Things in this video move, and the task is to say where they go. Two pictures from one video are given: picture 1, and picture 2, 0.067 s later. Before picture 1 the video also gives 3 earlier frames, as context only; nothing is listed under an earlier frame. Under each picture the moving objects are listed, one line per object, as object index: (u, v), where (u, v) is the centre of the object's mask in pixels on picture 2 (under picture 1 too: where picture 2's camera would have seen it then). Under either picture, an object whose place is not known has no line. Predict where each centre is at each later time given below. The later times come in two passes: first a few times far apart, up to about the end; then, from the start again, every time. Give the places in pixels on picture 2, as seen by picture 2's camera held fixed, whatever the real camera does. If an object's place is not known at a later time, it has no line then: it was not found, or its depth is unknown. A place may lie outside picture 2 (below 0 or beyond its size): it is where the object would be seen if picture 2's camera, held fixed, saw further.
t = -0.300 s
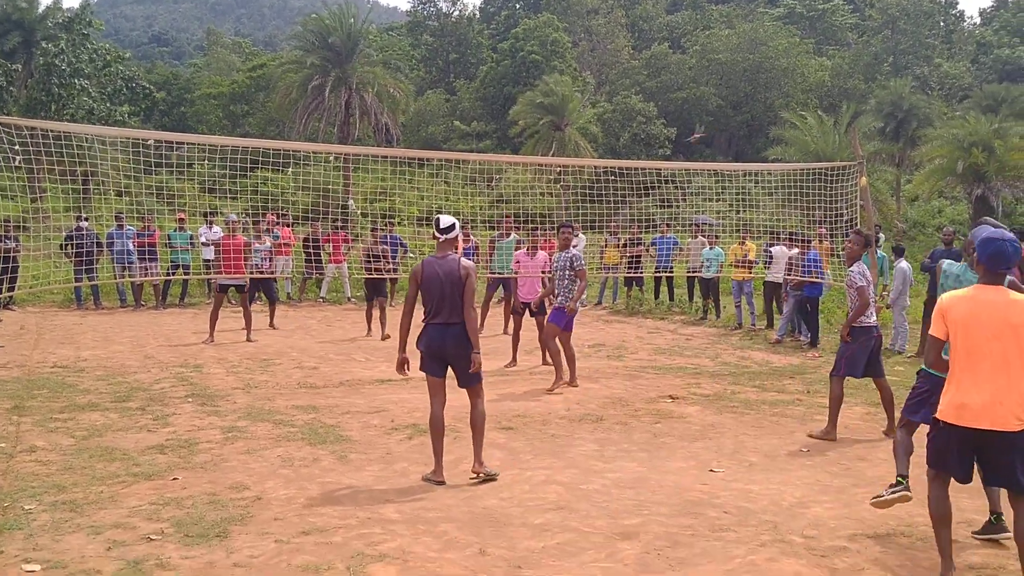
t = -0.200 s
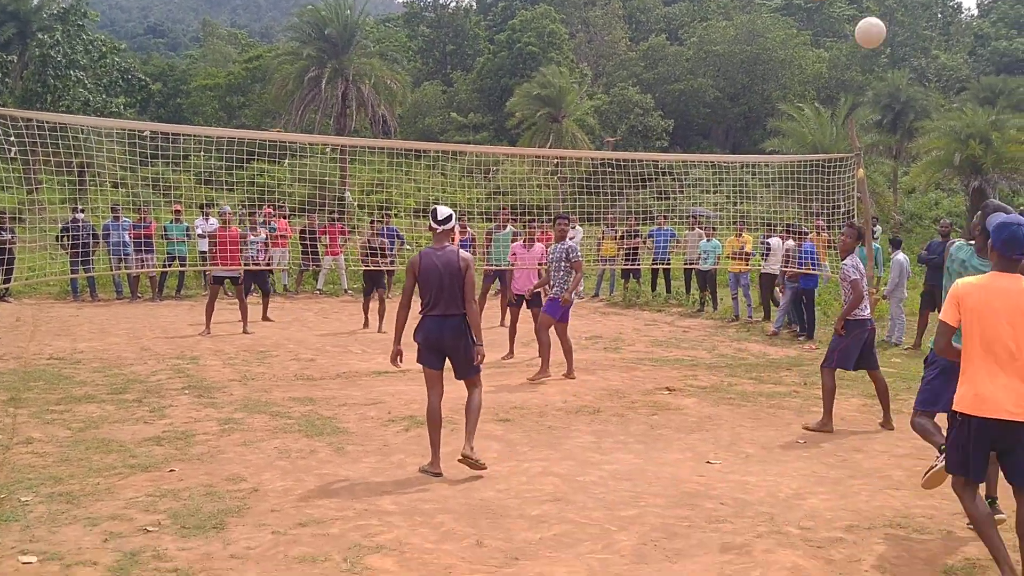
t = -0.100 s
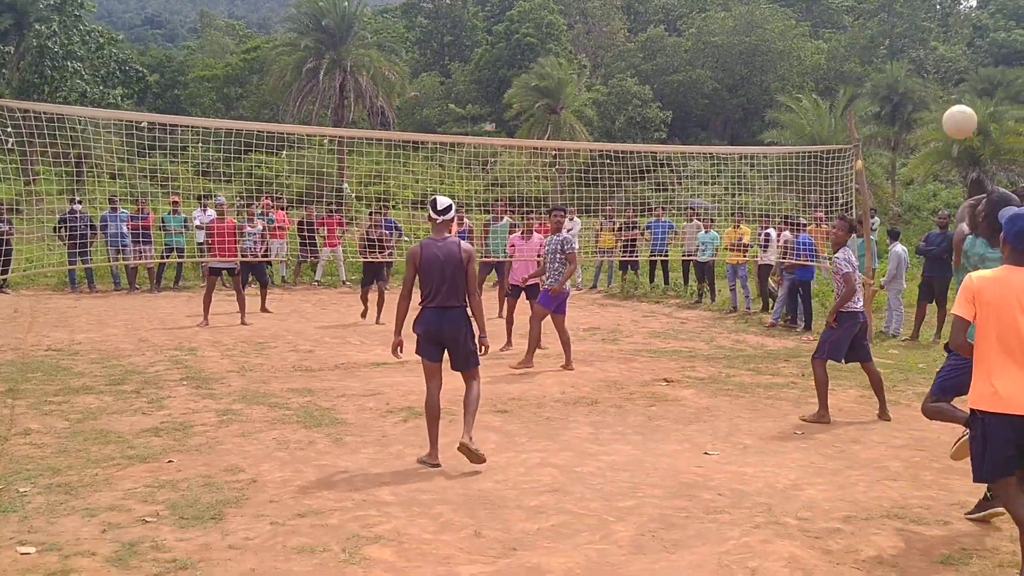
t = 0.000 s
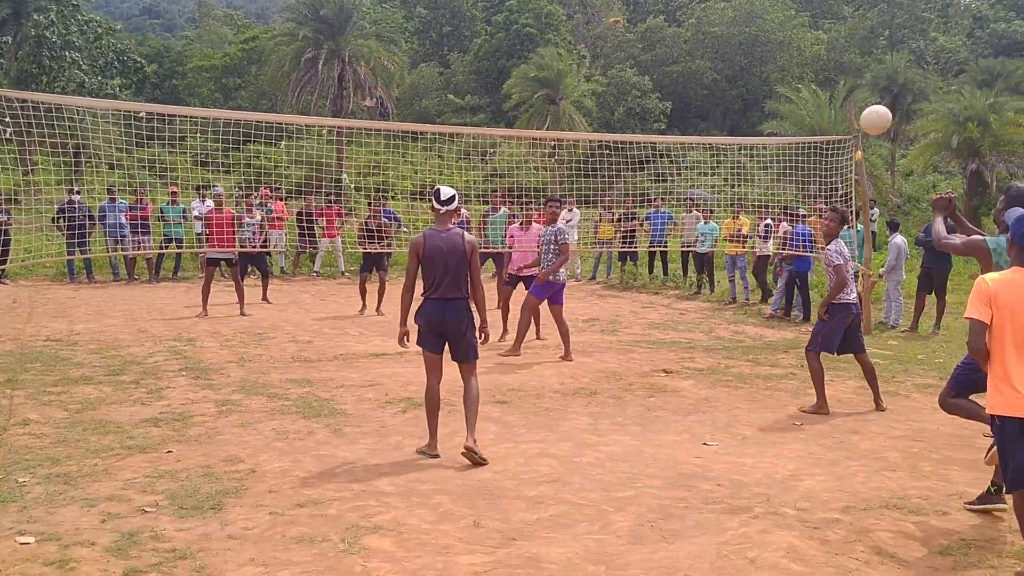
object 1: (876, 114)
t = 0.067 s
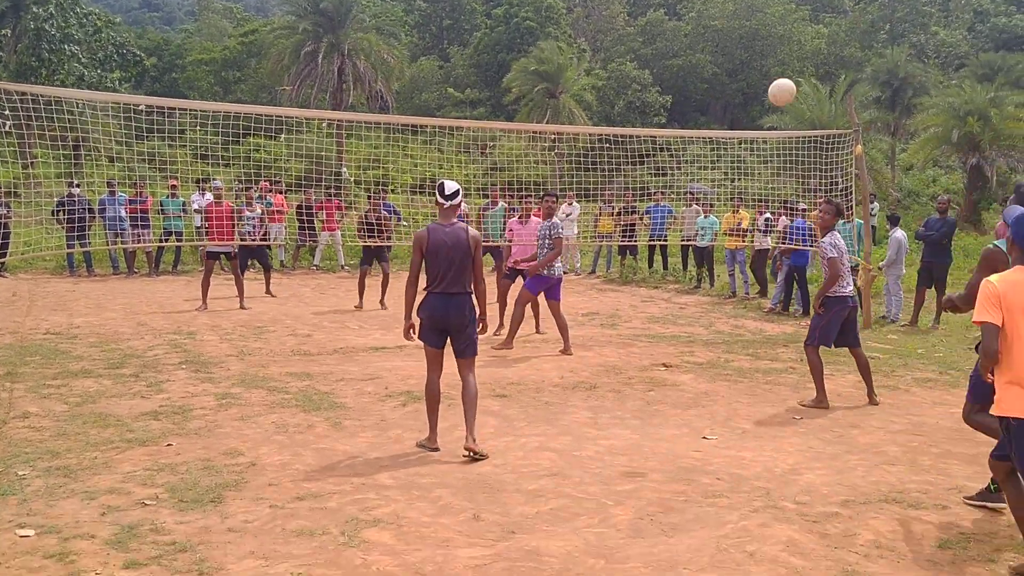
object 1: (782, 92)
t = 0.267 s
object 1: (590, 78)
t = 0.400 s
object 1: (506, 95)
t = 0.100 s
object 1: (742, 85)
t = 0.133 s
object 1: (706, 80)
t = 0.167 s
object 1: (673, 77)
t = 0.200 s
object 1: (642, 76)
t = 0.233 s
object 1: (615, 77)
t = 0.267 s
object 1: (590, 78)
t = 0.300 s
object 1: (566, 81)
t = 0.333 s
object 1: (545, 85)
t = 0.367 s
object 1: (524, 89)
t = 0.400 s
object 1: (506, 95)
